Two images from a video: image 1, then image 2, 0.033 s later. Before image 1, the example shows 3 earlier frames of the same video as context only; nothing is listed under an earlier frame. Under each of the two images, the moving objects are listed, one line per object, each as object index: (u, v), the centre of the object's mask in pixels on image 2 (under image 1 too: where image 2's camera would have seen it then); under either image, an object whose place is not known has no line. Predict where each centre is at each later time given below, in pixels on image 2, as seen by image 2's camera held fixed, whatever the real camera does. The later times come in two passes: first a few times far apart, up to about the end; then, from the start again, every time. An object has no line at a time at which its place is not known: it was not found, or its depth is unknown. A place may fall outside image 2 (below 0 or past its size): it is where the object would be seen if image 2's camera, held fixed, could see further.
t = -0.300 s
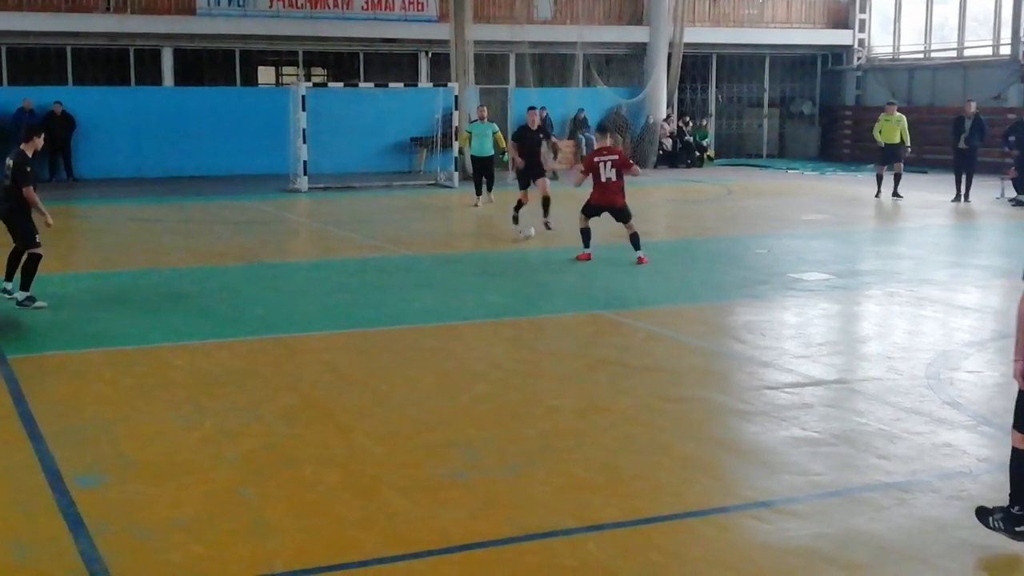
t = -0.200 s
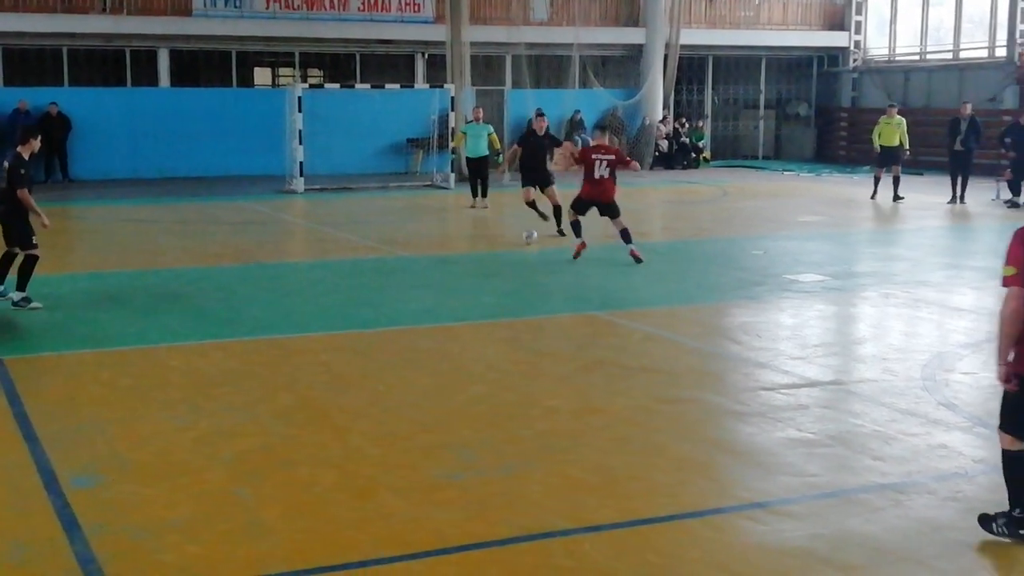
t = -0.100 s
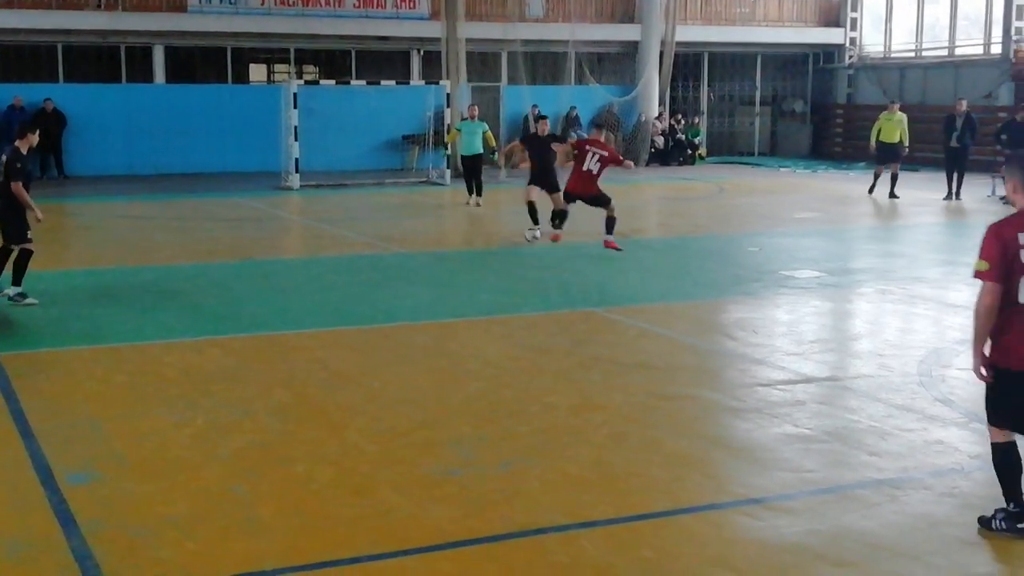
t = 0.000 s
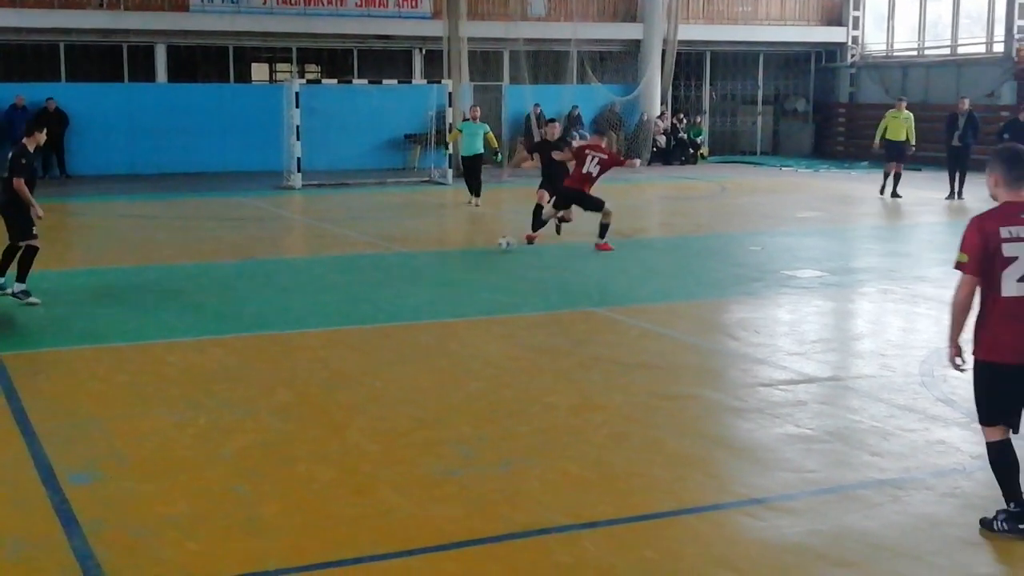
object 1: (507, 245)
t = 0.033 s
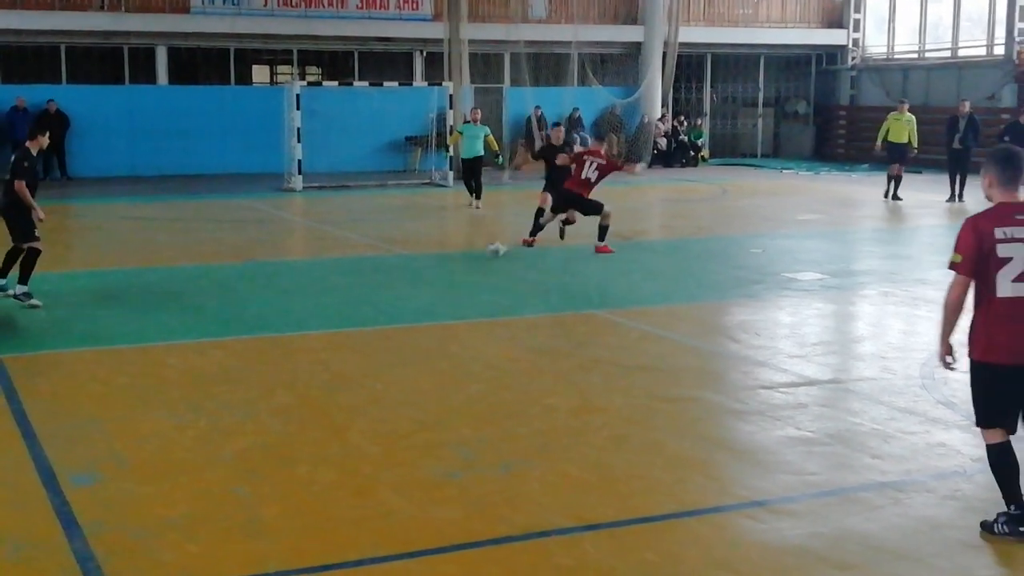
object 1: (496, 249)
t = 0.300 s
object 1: (418, 275)
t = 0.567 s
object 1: (343, 304)
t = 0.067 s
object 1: (488, 252)
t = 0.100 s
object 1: (477, 255)
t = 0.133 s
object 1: (466, 259)
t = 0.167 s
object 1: (457, 261)
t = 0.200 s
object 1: (447, 265)
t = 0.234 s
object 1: (437, 268)
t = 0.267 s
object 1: (427, 272)
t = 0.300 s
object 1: (418, 275)
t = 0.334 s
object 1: (409, 278)
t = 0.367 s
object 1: (398, 282)
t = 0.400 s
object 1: (389, 286)
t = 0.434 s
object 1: (379, 290)
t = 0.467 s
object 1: (370, 293)
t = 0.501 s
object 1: (361, 296)
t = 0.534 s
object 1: (352, 300)
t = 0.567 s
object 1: (343, 304)
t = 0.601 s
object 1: (333, 308)
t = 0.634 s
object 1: (326, 311)
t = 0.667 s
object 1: (317, 316)
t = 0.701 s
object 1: (308, 321)
